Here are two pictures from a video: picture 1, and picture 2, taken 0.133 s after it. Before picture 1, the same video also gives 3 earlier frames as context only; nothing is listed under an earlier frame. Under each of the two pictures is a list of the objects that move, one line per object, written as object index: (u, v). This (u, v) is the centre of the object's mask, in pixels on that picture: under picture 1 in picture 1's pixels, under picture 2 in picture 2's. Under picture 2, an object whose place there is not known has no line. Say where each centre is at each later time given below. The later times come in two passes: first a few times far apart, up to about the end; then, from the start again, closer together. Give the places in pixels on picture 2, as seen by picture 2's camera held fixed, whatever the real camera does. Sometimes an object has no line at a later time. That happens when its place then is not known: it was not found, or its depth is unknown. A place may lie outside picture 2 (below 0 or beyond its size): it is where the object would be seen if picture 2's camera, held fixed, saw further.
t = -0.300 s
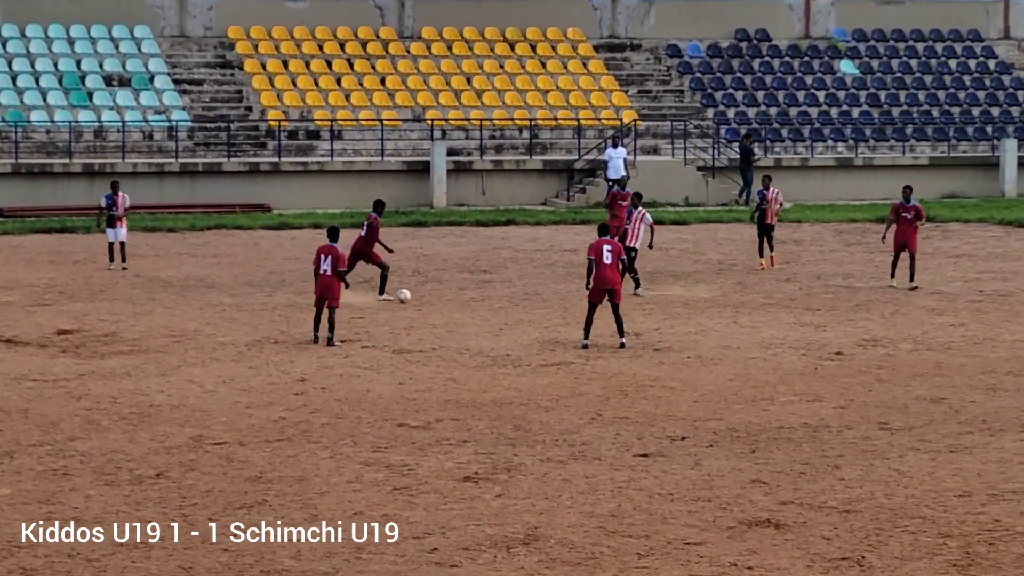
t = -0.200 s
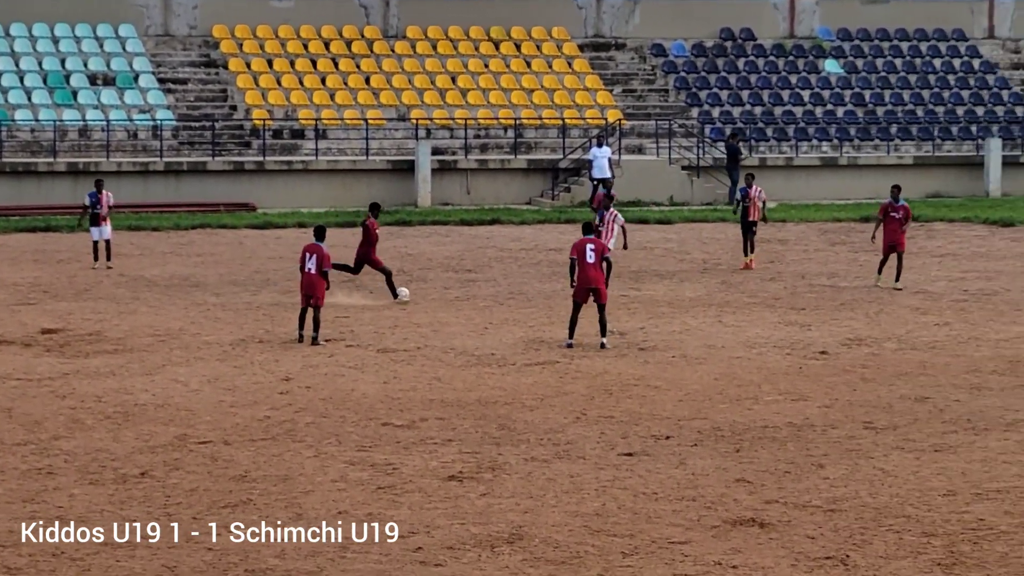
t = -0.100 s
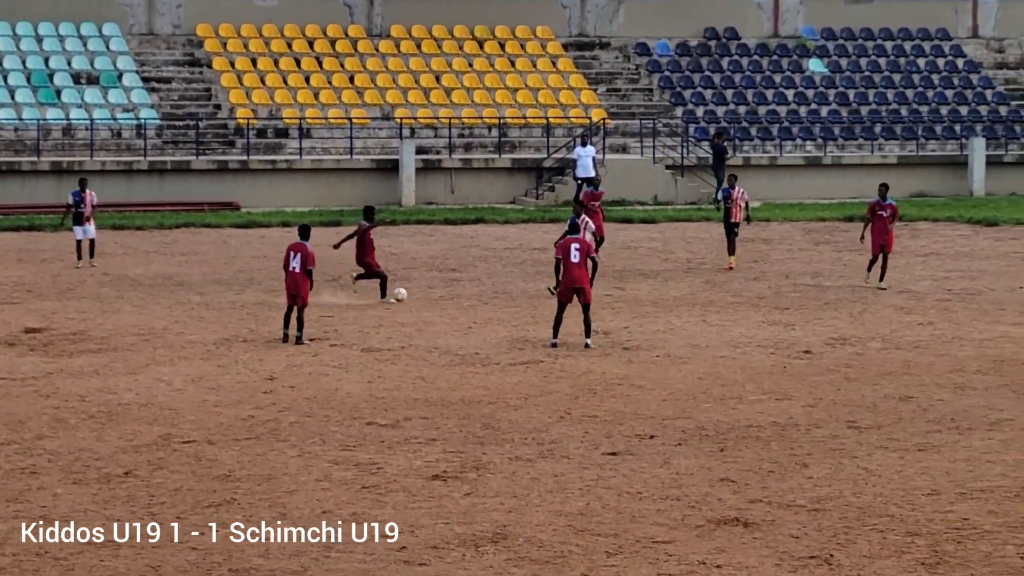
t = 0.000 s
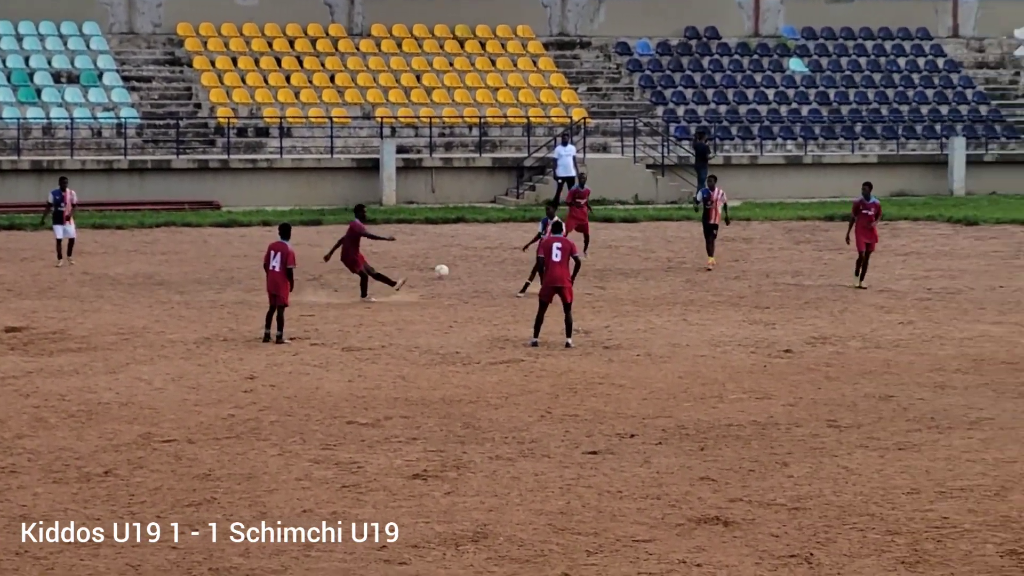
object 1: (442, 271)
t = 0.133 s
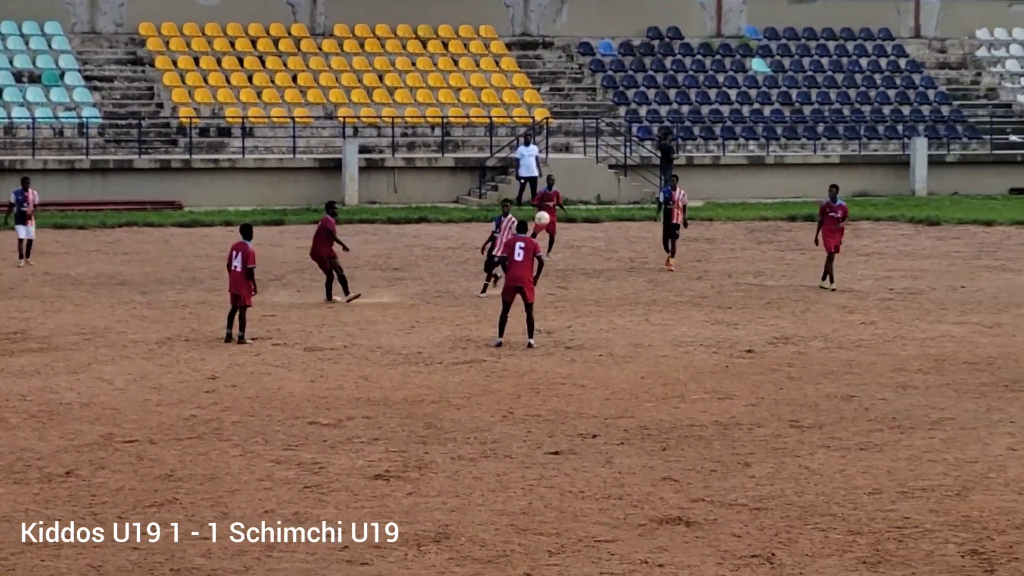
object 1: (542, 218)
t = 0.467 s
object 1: (910, 112)
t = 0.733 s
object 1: (1256, 50)
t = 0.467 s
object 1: (910, 112)
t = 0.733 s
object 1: (1256, 50)
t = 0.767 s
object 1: (1304, 44)
